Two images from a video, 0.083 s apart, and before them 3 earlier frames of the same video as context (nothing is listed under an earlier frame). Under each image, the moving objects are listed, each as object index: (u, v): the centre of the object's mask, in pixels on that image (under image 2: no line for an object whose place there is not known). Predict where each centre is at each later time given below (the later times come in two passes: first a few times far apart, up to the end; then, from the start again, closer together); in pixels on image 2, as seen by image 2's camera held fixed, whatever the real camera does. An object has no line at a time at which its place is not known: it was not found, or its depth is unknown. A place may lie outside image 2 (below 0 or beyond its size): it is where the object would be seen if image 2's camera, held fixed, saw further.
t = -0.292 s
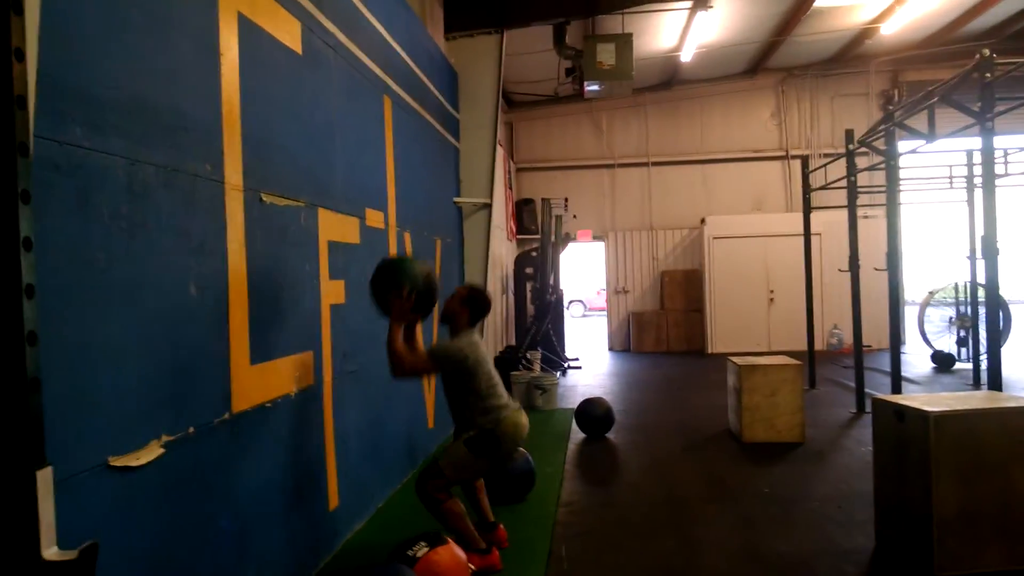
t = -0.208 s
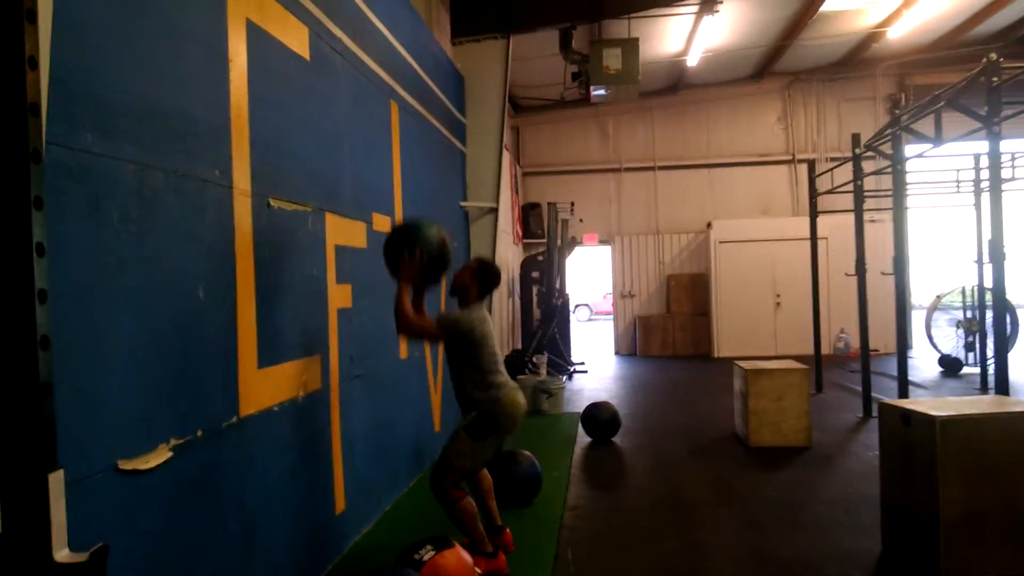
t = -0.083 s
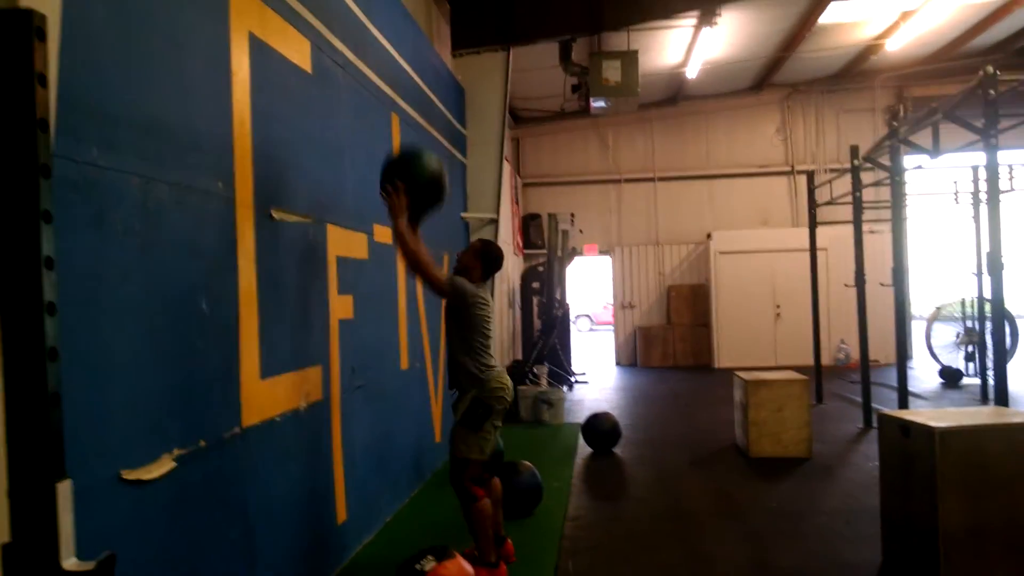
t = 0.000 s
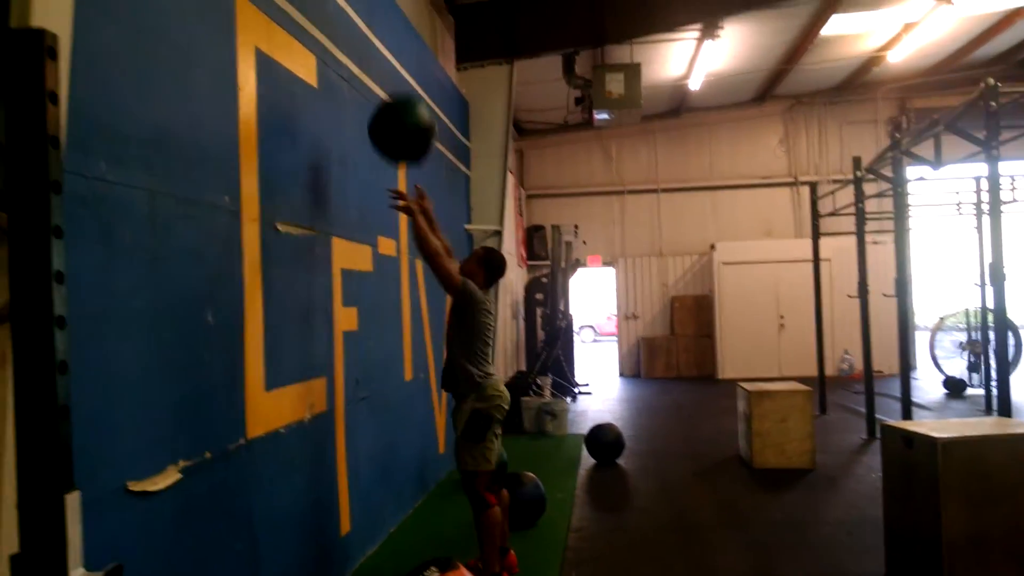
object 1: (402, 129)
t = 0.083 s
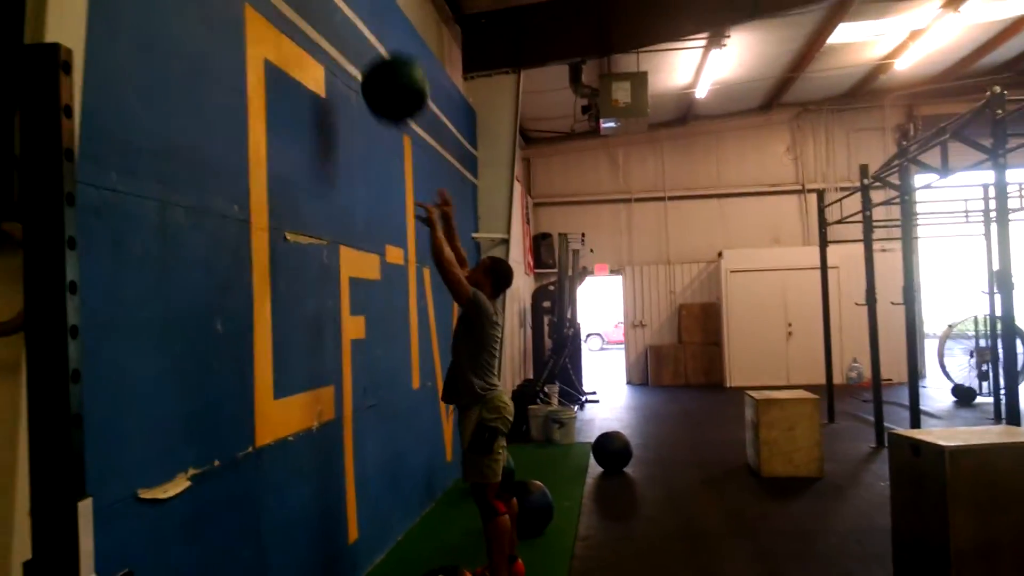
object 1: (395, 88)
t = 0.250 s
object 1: (366, 24)
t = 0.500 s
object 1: (379, 34)
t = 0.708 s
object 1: (408, 126)
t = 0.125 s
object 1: (388, 67)
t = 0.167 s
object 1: (380, 50)
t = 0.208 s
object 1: (373, 35)
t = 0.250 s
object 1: (366, 24)
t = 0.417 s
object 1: (368, 22)
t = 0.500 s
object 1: (379, 34)
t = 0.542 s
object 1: (385, 44)
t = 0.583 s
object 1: (390, 59)
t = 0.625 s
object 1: (396, 78)
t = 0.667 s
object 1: (402, 101)
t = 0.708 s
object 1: (408, 126)
